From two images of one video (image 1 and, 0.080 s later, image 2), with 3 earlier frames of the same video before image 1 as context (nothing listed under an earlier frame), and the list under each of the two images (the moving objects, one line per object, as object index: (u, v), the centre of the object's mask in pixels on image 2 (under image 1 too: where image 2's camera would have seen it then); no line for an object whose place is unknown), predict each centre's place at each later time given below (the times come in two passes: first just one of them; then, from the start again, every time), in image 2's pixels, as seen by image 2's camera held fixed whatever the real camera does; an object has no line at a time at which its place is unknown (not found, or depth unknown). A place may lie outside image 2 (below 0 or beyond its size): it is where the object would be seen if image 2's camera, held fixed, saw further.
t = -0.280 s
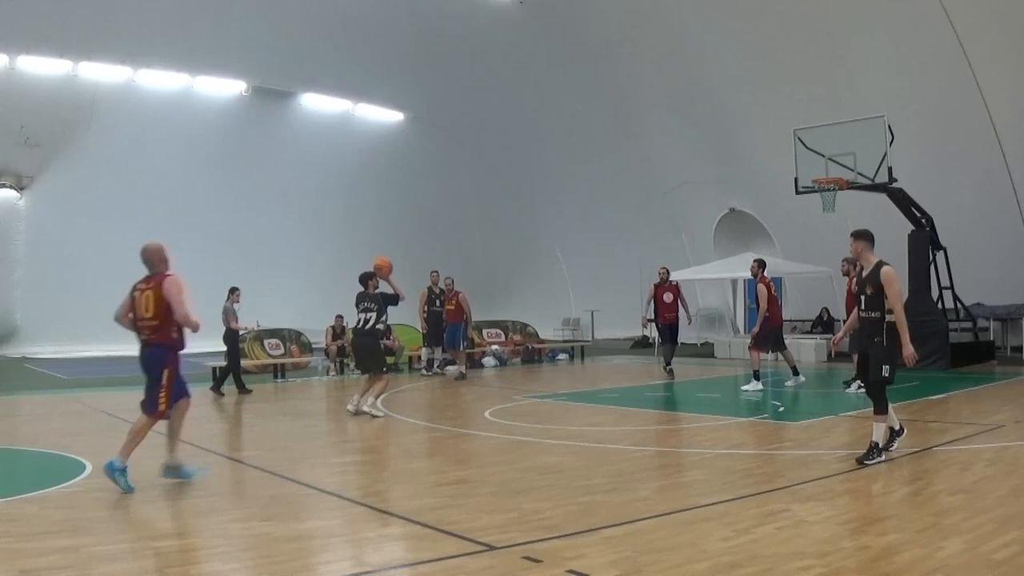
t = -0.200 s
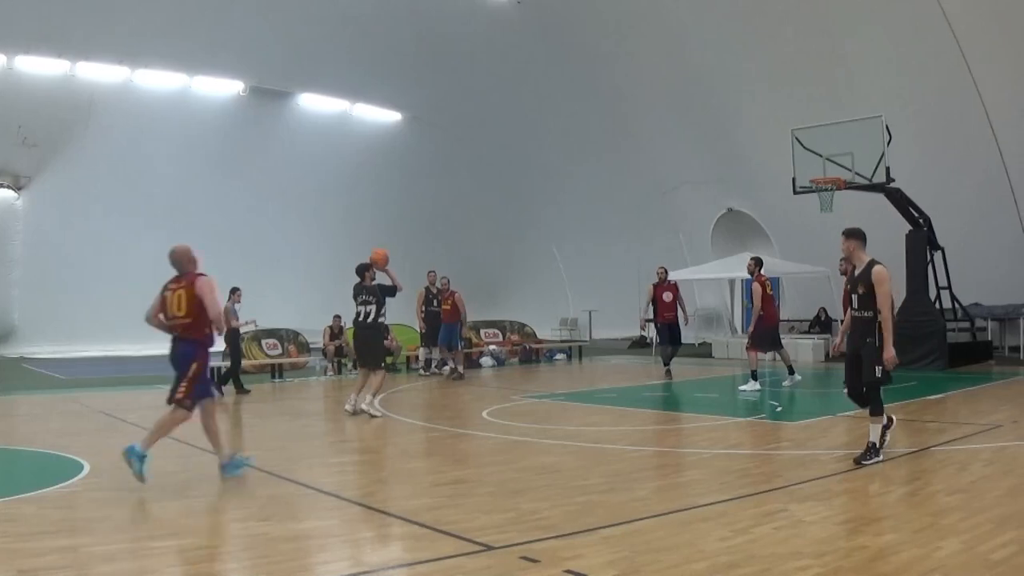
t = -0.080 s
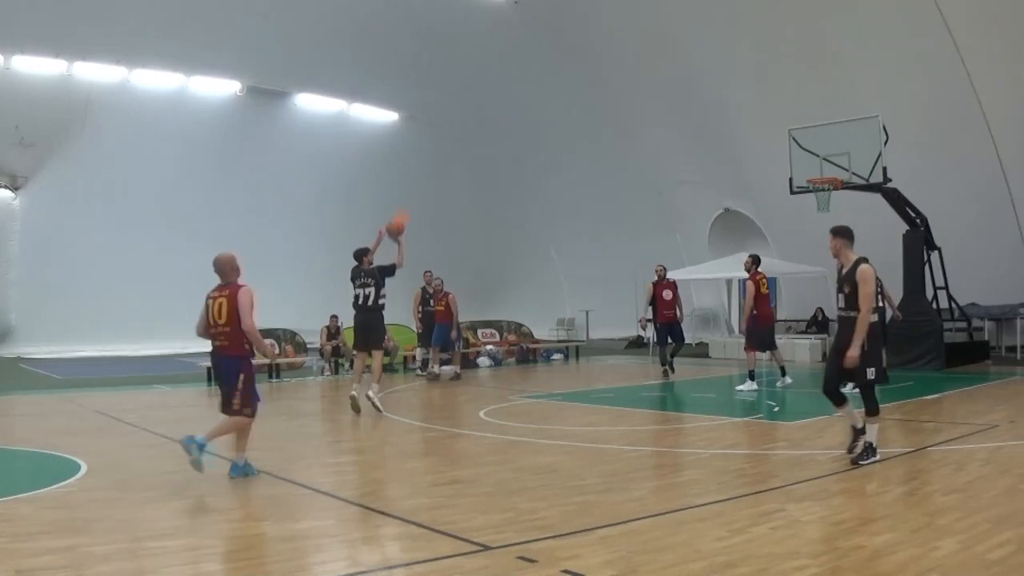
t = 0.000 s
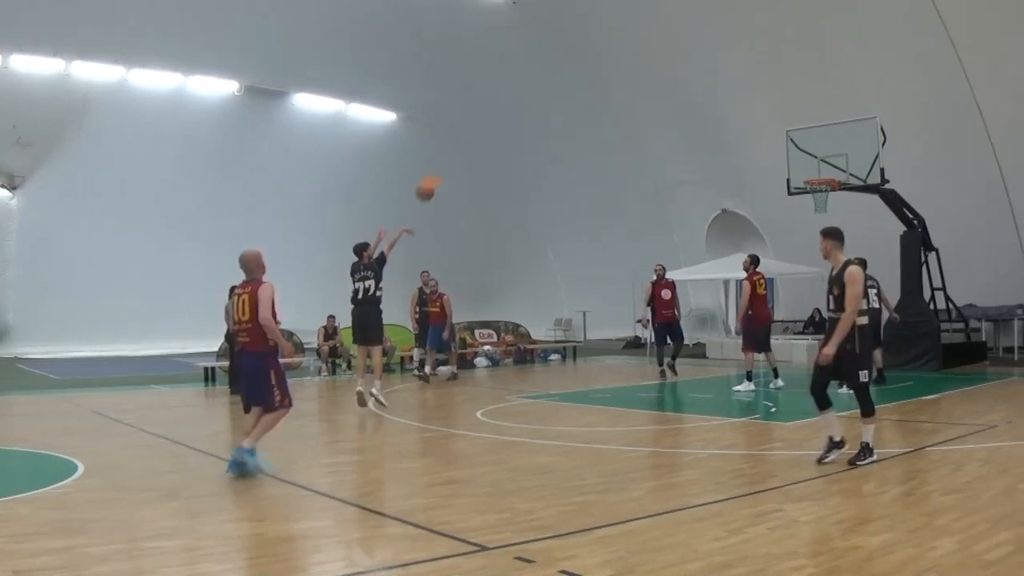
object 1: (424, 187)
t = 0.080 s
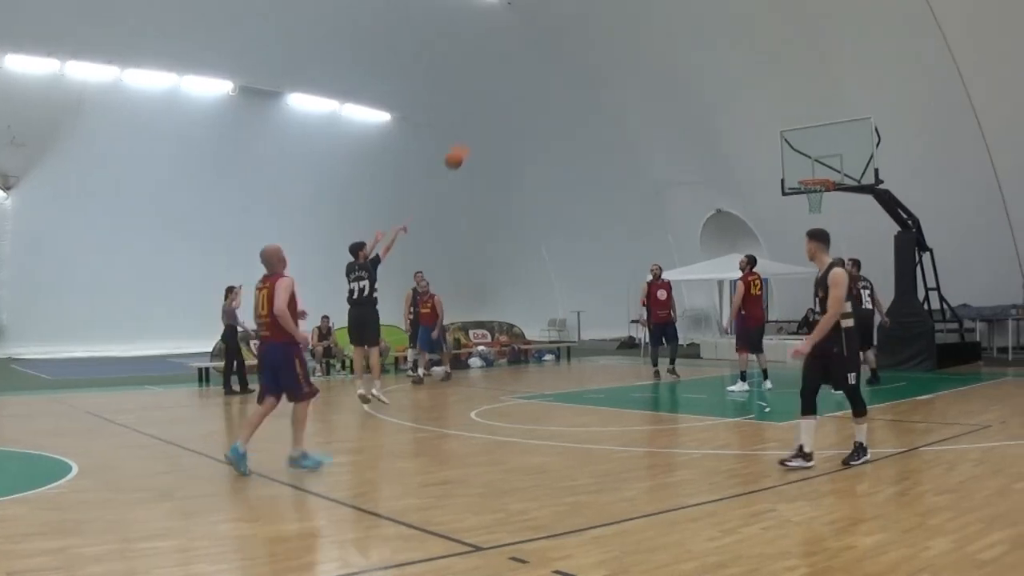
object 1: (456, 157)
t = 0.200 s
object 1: (500, 120)
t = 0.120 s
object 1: (470, 143)
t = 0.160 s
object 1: (486, 131)
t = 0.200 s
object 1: (500, 120)
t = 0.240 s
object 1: (514, 112)
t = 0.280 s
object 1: (527, 104)
